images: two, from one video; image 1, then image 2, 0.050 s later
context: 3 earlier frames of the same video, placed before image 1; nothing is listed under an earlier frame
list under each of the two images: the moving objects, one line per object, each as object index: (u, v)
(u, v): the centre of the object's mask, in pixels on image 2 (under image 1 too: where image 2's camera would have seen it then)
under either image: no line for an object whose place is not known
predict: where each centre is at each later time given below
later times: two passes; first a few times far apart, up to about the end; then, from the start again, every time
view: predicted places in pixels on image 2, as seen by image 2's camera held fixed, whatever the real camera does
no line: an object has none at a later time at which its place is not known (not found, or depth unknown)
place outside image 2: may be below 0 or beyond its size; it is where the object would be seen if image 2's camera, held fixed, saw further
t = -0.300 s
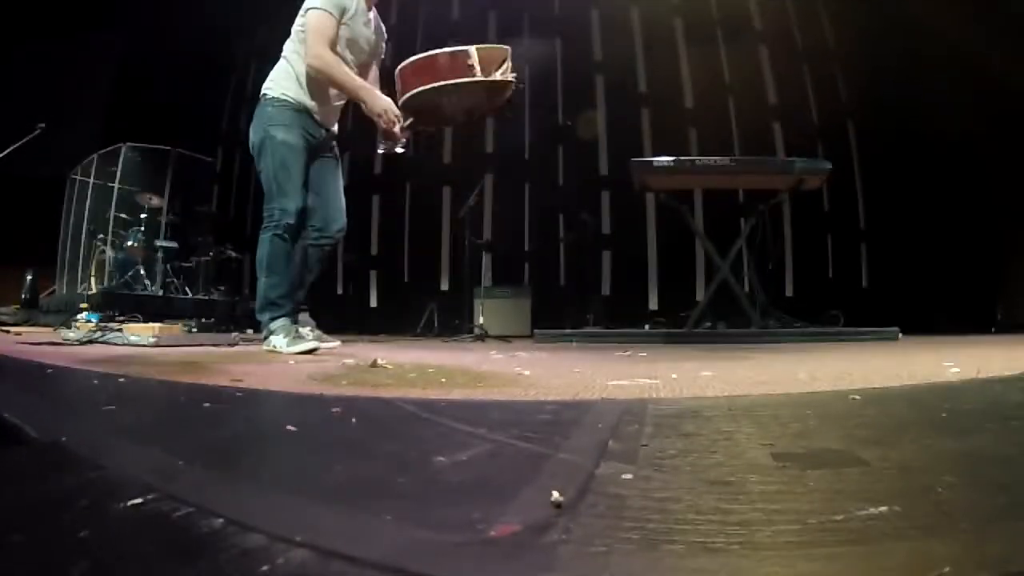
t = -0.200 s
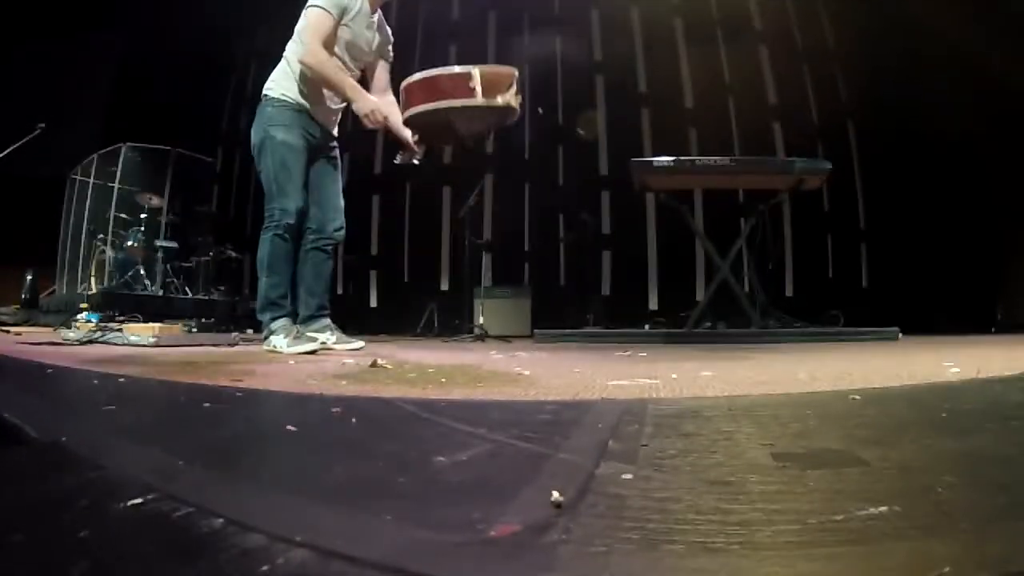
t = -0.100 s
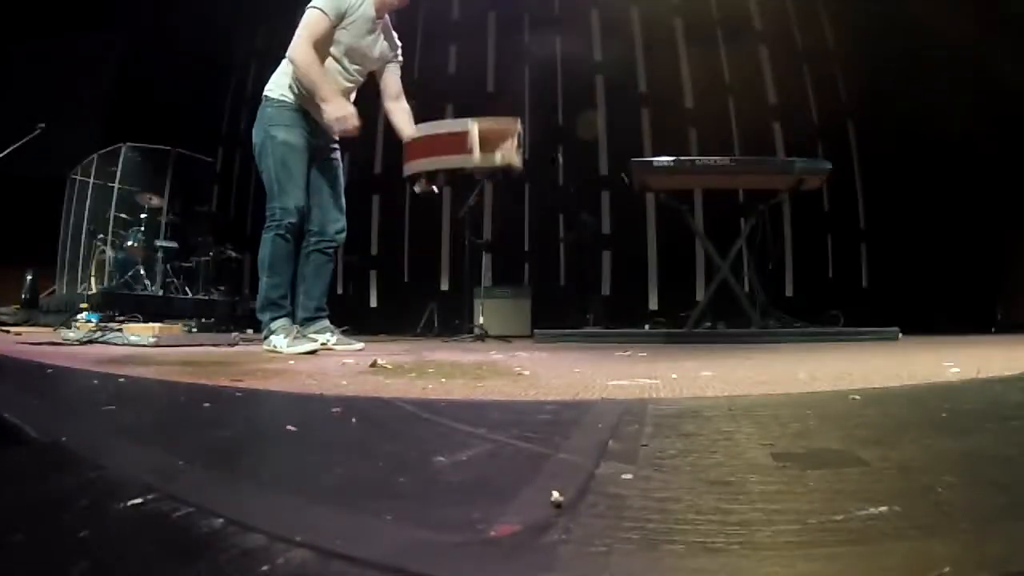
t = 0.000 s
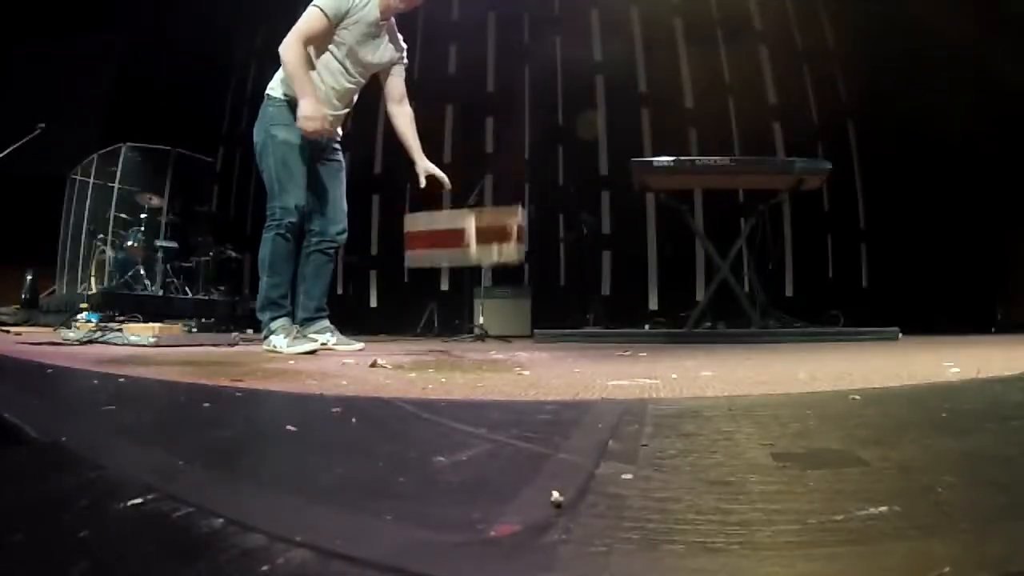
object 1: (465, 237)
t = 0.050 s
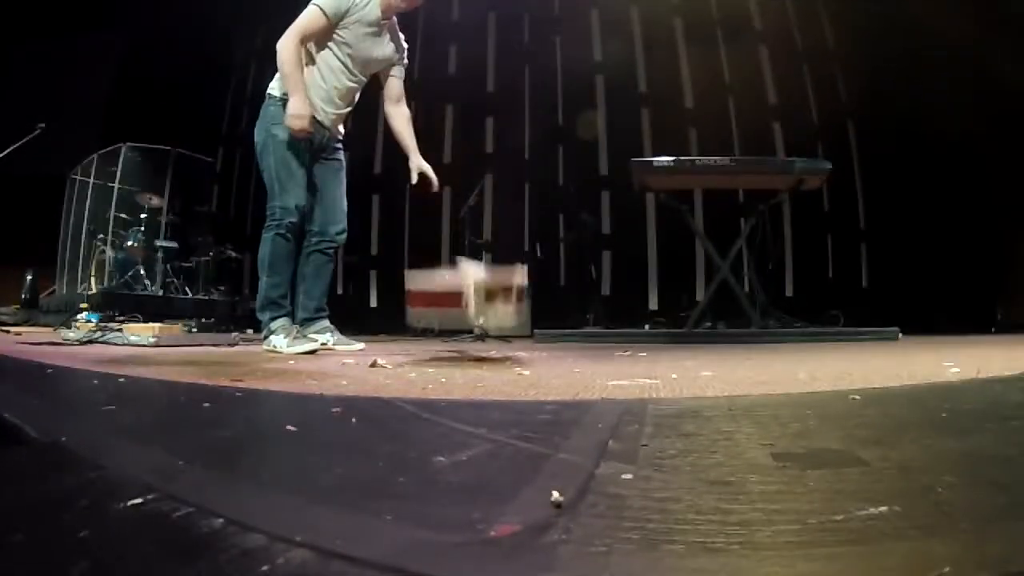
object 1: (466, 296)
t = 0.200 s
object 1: (474, 299)
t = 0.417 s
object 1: (489, 286)
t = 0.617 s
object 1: (517, 289)
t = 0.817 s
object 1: (555, 297)
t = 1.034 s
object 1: (594, 336)
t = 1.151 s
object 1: (605, 341)
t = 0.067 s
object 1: (470, 312)
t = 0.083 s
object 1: (468, 329)
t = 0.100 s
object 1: (472, 335)
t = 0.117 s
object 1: (471, 340)
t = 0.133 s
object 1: (473, 328)
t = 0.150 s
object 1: (474, 318)
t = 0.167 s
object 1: (472, 313)
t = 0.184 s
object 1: (472, 304)
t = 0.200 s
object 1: (474, 299)
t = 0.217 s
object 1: (477, 294)
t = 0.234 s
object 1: (478, 289)
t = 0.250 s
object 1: (479, 285)
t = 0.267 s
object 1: (480, 284)
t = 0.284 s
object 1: (480, 282)
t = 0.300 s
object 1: (480, 284)
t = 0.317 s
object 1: (480, 284)
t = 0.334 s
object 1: (481, 285)
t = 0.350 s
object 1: (482, 286)
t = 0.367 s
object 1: (482, 287)
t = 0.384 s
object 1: (485, 287)
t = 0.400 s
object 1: (487, 286)
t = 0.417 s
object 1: (489, 286)
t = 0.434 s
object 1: (490, 286)
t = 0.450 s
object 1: (492, 287)
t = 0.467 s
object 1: (495, 288)
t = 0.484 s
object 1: (496, 288)
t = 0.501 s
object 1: (498, 288)
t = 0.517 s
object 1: (501, 288)
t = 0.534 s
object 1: (503, 288)
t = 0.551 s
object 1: (506, 288)
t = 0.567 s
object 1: (508, 289)
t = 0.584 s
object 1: (511, 289)
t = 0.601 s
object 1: (514, 288)
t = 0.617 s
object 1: (517, 289)
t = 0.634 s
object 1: (520, 289)
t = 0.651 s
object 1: (523, 289)
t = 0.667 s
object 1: (524, 289)
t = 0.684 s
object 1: (527, 290)
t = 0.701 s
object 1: (530, 290)
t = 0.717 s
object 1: (534, 290)
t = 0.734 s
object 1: (538, 290)
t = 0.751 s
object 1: (541, 291)
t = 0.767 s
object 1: (543, 292)
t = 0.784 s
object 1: (547, 293)
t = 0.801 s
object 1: (551, 295)
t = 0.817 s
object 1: (555, 297)
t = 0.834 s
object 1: (559, 300)
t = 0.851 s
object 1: (563, 303)
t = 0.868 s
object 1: (567, 307)
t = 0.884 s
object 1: (571, 313)
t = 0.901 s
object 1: (576, 319)
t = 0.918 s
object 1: (581, 324)
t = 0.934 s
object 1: (586, 331)
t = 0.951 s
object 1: (588, 337)
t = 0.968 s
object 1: (587, 340)
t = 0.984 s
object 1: (588, 339)
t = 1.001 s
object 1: (589, 338)
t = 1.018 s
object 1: (593, 337)
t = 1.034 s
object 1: (594, 336)
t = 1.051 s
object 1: (595, 336)
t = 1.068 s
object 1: (600, 335)
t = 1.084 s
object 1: (601, 337)
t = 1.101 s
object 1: (602, 340)
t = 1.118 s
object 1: (604, 341)
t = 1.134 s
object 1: (604, 341)
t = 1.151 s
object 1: (605, 341)
